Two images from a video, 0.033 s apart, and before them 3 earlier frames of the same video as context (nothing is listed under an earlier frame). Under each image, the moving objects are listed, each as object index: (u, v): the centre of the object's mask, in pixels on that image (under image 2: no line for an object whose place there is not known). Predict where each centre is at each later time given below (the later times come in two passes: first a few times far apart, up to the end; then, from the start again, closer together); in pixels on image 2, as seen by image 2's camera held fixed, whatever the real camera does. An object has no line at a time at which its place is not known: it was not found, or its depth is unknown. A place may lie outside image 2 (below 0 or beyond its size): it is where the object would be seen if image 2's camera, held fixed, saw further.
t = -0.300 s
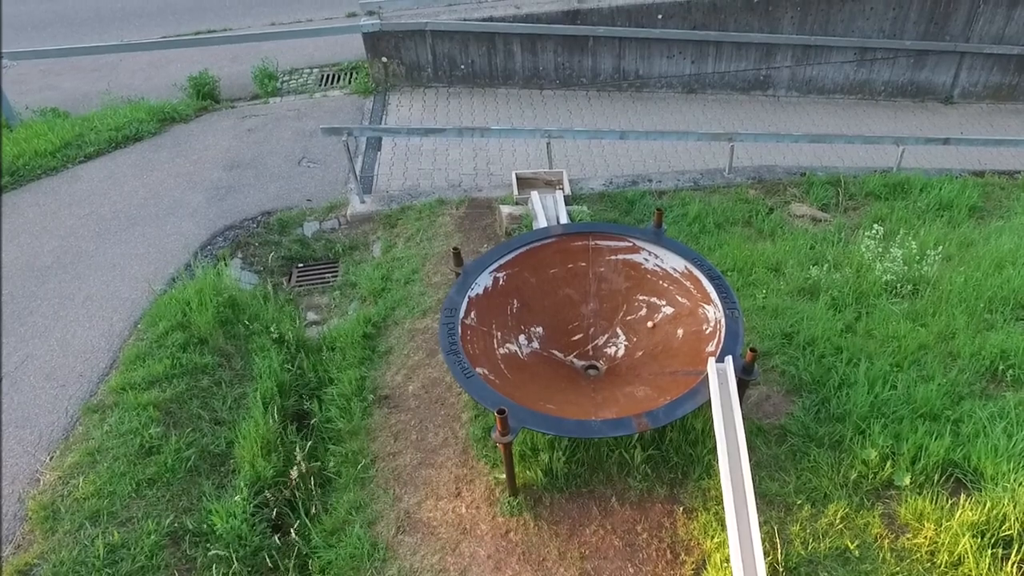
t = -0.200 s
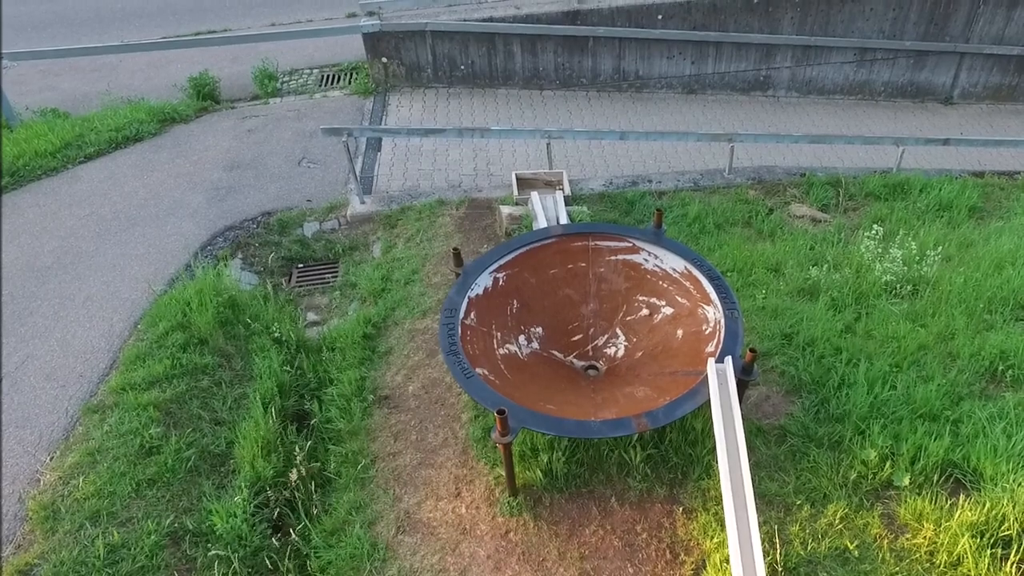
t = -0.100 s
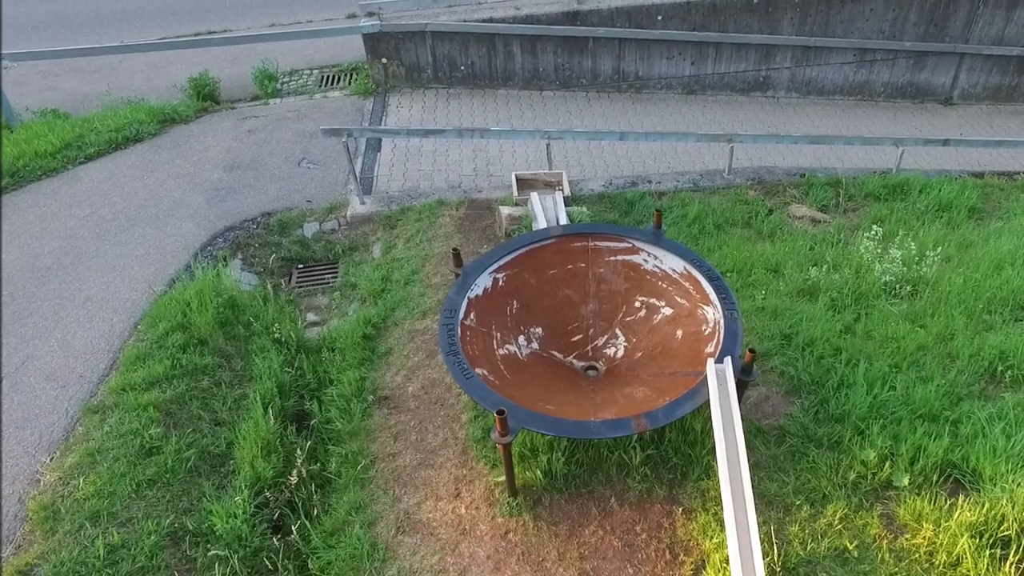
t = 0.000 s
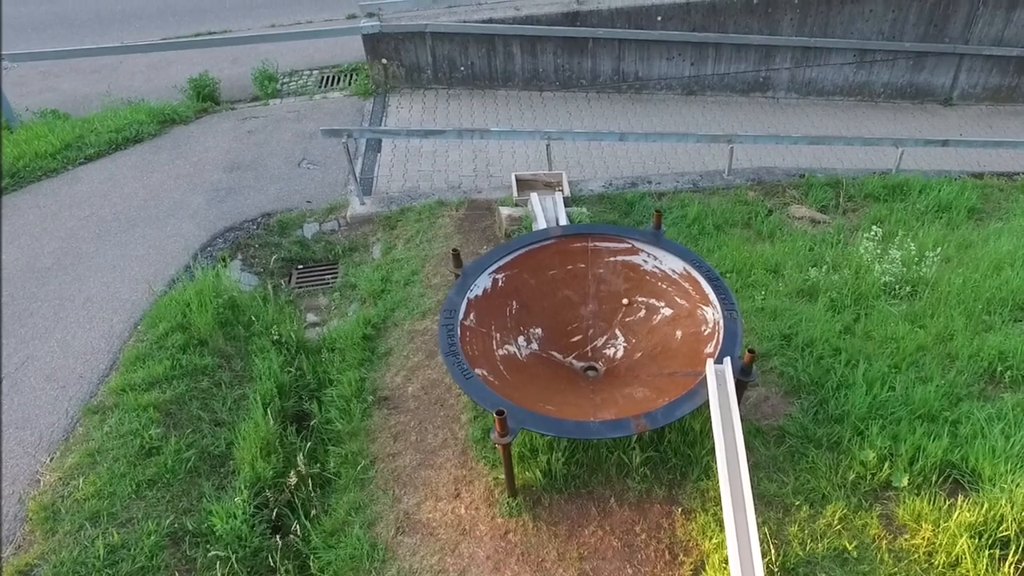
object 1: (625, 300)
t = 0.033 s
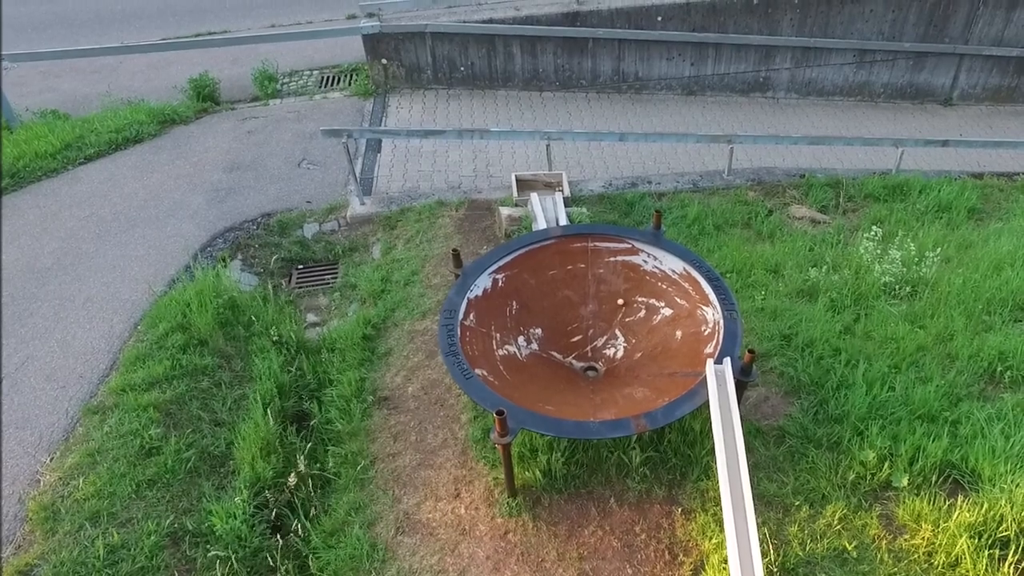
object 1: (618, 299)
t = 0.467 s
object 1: (557, 353)
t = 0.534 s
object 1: (556, 365)
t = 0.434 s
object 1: (559, 347)
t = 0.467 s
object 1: (557, 353)
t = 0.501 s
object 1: (557, 359)
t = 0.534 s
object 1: (556, 365)
